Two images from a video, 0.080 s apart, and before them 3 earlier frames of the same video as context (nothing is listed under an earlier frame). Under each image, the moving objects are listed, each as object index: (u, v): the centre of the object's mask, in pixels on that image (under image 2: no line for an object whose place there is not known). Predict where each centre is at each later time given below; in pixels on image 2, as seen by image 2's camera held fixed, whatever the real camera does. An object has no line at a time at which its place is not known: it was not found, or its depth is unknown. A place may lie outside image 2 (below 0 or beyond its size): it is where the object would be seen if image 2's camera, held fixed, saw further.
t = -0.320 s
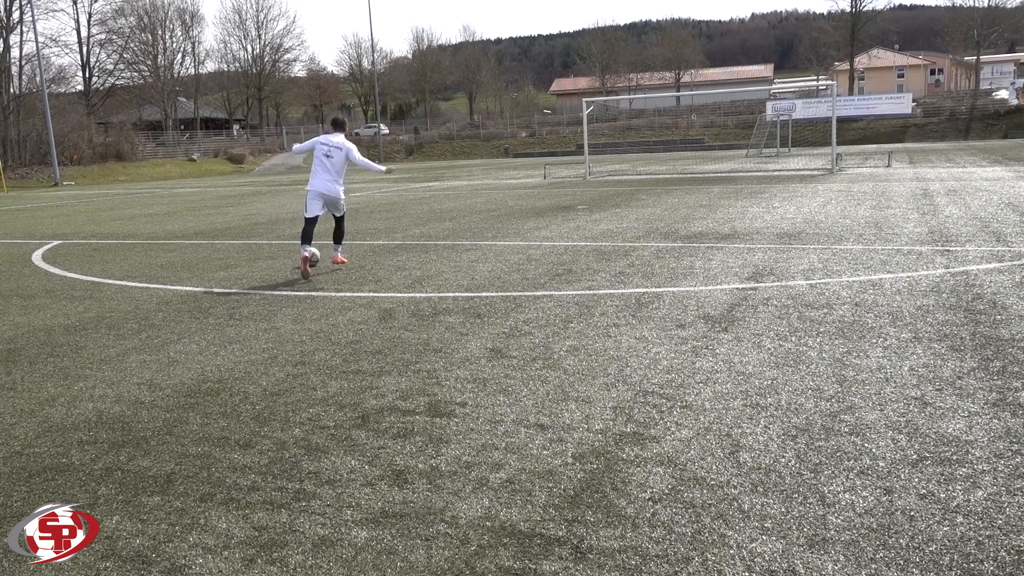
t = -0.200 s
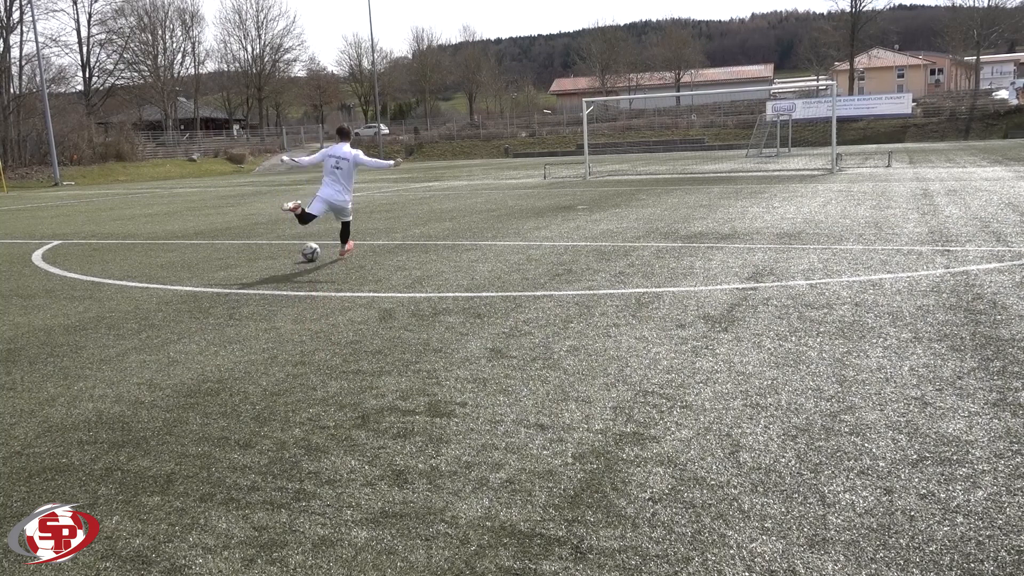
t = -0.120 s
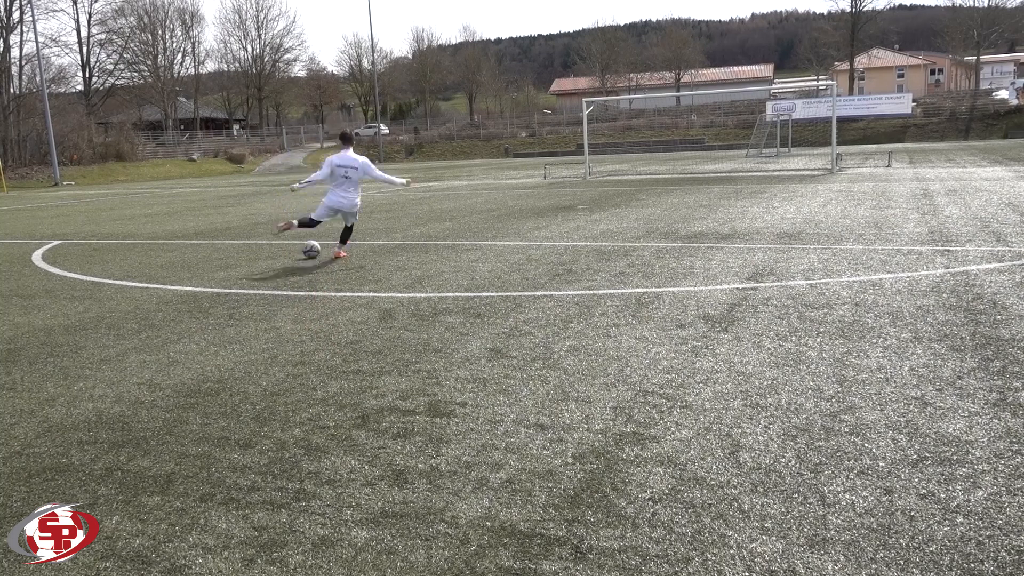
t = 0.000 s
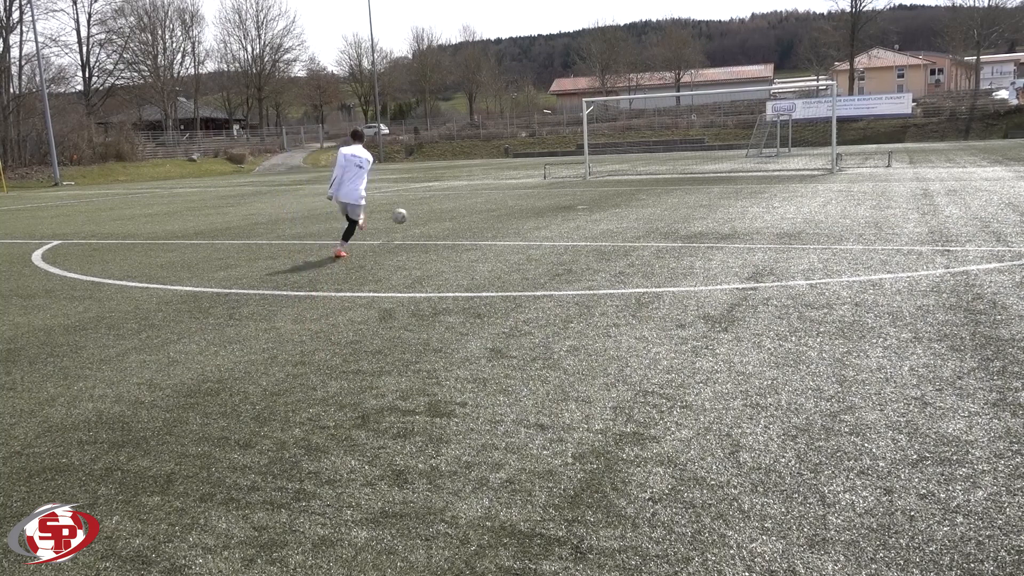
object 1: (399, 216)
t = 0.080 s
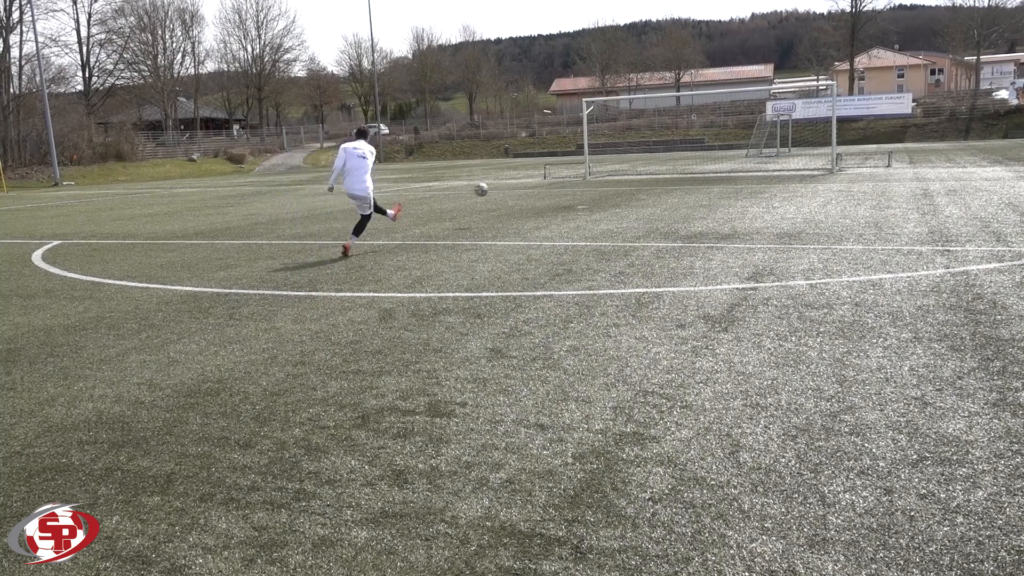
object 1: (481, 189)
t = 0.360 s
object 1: (664, 143)
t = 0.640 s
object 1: (769, 132)
